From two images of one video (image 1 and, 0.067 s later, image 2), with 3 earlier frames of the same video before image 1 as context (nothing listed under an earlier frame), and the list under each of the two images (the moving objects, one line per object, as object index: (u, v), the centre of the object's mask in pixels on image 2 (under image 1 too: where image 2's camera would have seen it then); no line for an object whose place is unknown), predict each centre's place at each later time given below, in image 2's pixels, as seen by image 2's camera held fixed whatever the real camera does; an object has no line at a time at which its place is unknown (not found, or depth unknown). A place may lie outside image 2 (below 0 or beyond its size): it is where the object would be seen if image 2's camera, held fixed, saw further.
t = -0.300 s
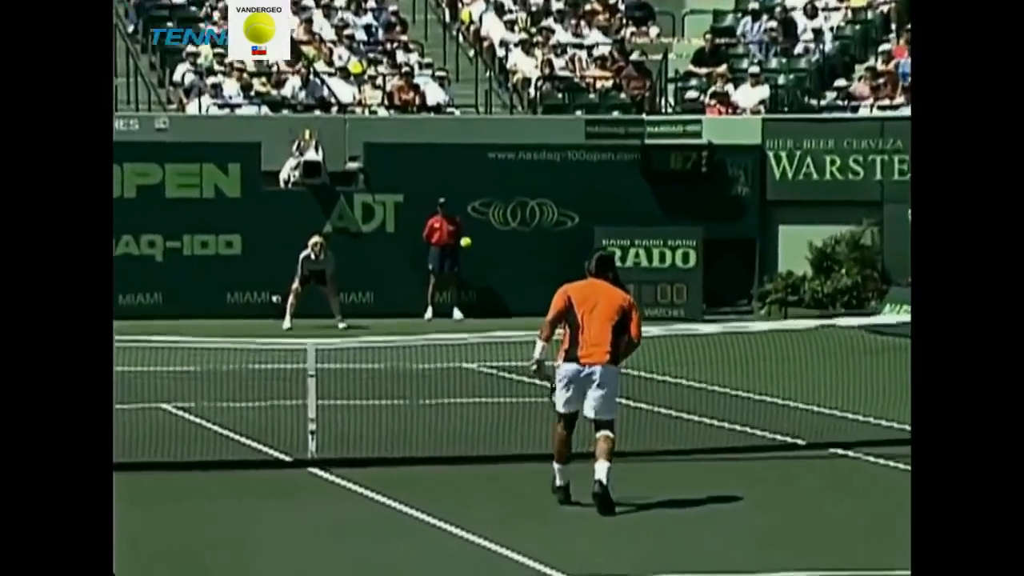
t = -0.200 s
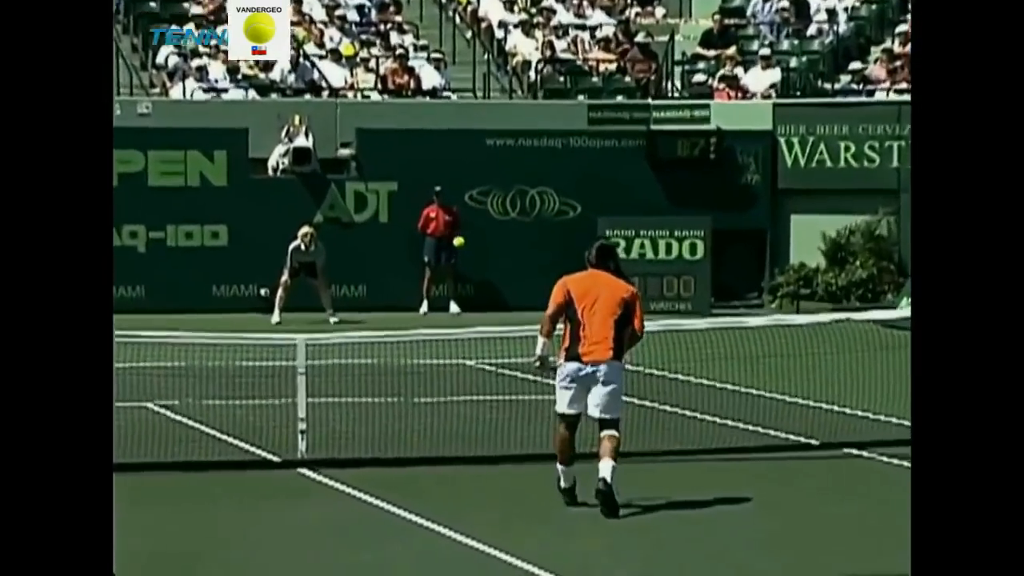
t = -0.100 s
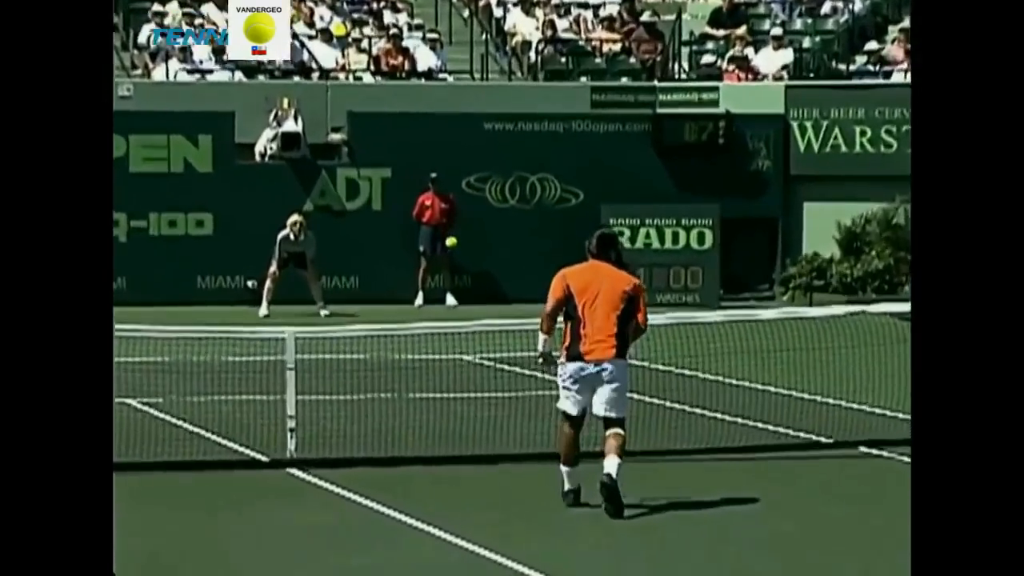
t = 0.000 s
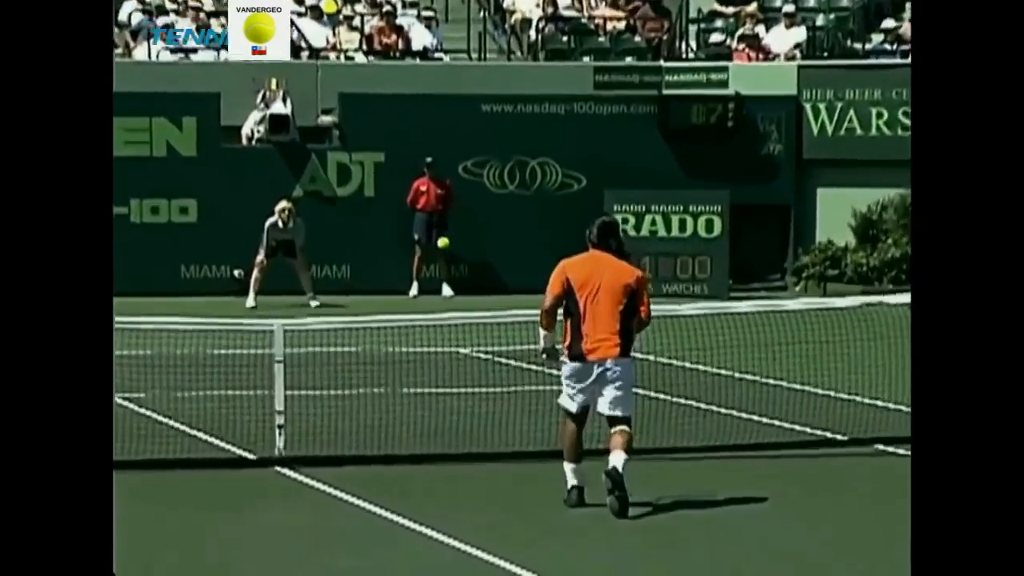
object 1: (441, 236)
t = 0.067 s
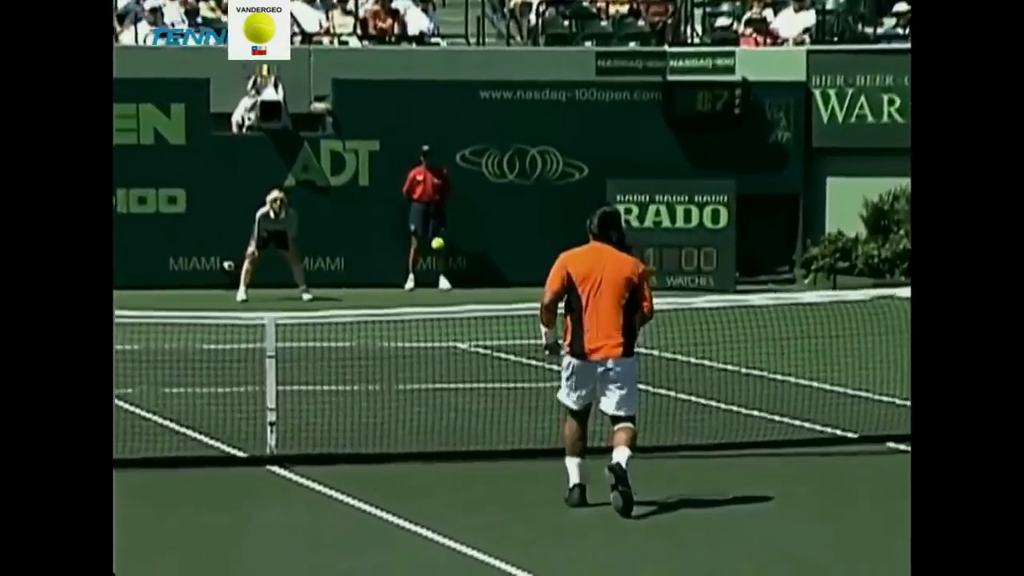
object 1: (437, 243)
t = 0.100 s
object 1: (435, 248)
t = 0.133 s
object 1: (434, 251)
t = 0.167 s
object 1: (432, 256)
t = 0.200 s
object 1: (430, 260)
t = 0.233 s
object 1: (428, 264)
